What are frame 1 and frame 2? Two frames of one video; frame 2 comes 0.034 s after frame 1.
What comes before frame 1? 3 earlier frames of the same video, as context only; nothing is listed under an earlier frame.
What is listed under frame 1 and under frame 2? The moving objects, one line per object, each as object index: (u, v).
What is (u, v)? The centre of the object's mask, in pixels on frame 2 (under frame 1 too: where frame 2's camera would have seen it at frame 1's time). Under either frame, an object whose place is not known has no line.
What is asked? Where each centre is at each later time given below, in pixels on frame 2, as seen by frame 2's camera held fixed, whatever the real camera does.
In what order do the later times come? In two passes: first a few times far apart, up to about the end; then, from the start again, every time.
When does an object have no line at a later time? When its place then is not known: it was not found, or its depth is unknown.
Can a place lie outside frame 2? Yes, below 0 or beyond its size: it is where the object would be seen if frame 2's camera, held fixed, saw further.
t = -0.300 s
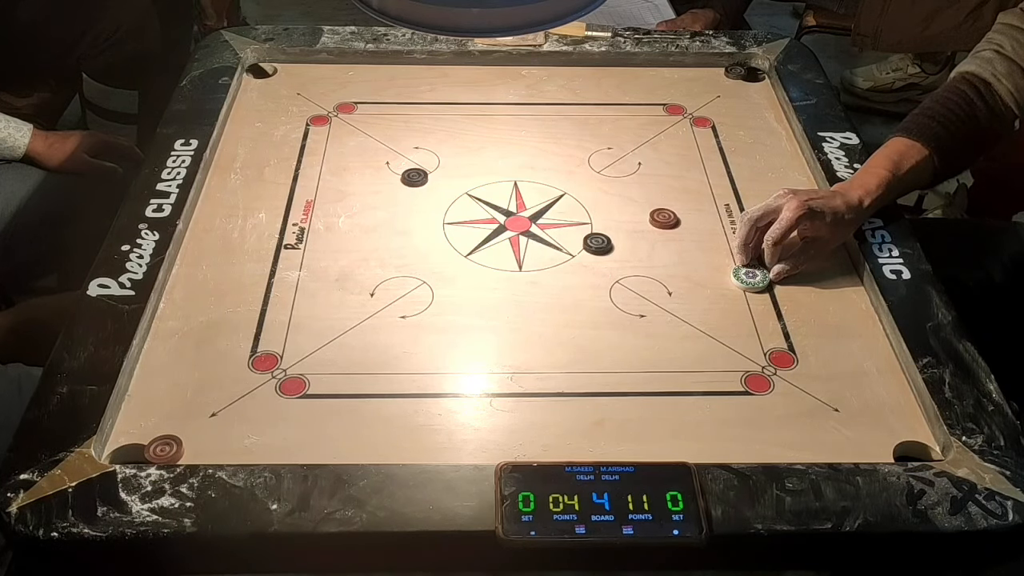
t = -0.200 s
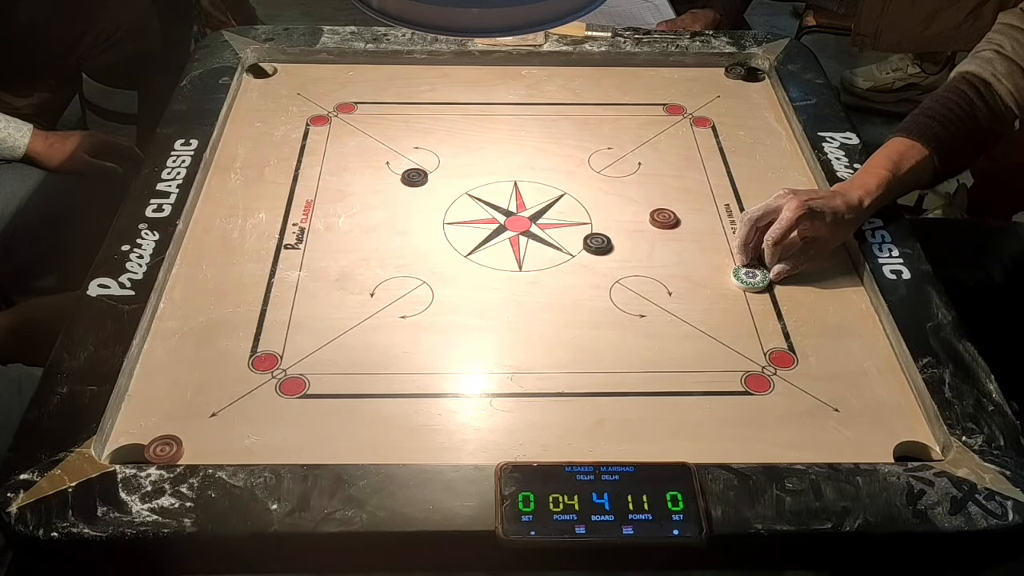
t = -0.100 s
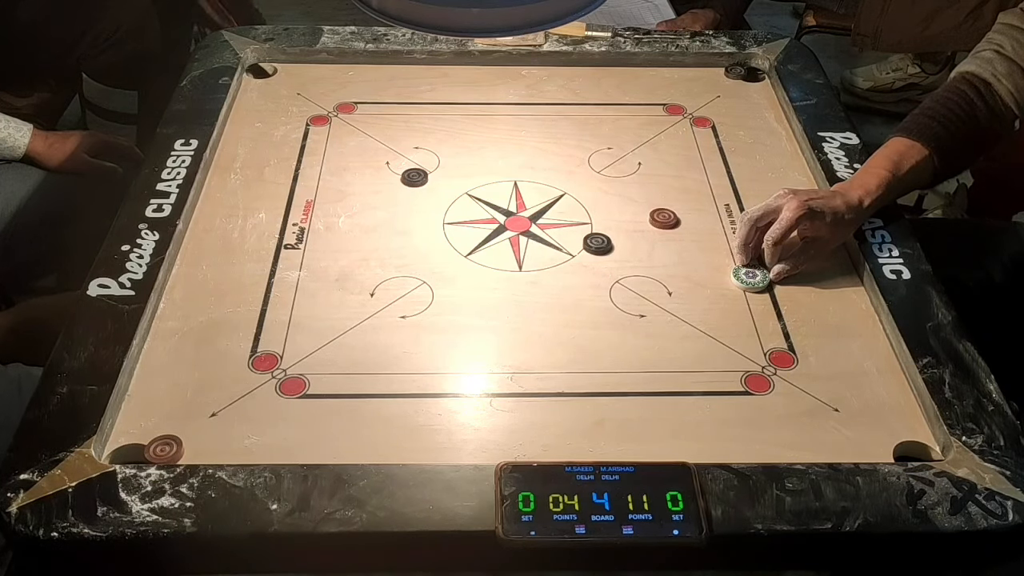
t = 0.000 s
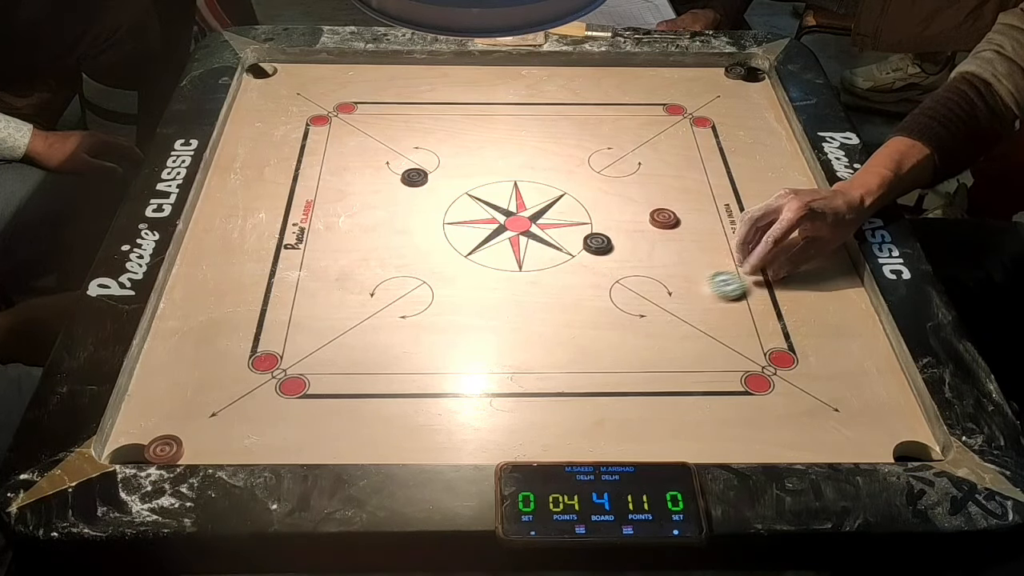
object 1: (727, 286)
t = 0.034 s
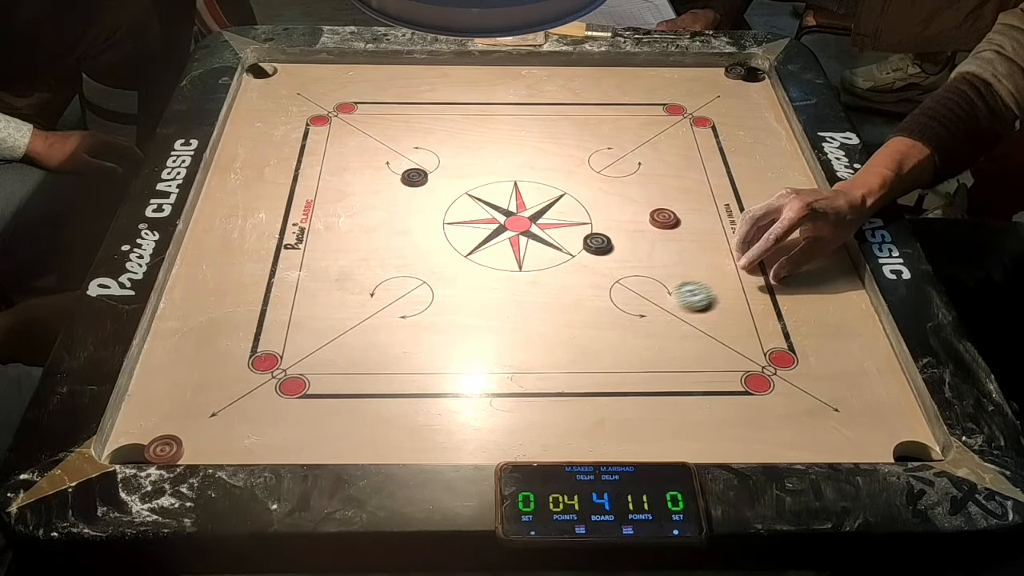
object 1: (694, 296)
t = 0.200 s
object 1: (531, 346)
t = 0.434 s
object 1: (338, 405)
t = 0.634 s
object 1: (230, 439)
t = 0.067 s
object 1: (659, 306)
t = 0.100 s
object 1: (627, 317)
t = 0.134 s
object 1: (594, 327)
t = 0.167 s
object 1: (562, 336)
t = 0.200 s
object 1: (531, 346)
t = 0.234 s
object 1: (500, 355)
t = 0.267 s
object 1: (469, 365)
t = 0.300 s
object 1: (441, 374)
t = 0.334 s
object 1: (414, 382)
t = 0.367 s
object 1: (387, 390)
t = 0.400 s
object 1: (362, 398)
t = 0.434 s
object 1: (338, 405)
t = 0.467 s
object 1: (316, 412)
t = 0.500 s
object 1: (295, 419)
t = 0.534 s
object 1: (275, 425)
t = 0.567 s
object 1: (258, 430)
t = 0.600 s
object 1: (243, 435)
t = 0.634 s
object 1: (230, 439)
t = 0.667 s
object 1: (218, 442)
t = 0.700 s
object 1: (209, 444)
